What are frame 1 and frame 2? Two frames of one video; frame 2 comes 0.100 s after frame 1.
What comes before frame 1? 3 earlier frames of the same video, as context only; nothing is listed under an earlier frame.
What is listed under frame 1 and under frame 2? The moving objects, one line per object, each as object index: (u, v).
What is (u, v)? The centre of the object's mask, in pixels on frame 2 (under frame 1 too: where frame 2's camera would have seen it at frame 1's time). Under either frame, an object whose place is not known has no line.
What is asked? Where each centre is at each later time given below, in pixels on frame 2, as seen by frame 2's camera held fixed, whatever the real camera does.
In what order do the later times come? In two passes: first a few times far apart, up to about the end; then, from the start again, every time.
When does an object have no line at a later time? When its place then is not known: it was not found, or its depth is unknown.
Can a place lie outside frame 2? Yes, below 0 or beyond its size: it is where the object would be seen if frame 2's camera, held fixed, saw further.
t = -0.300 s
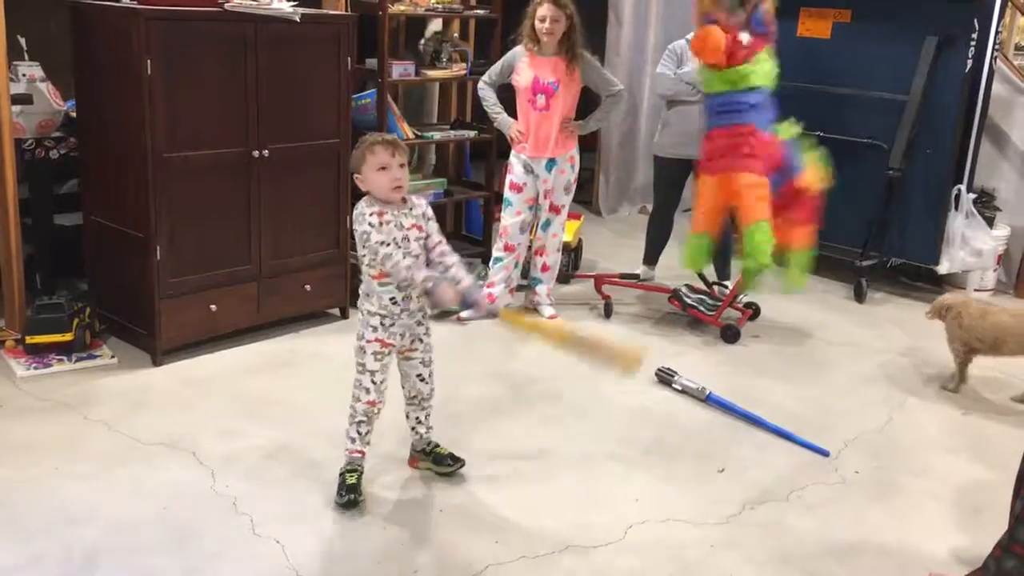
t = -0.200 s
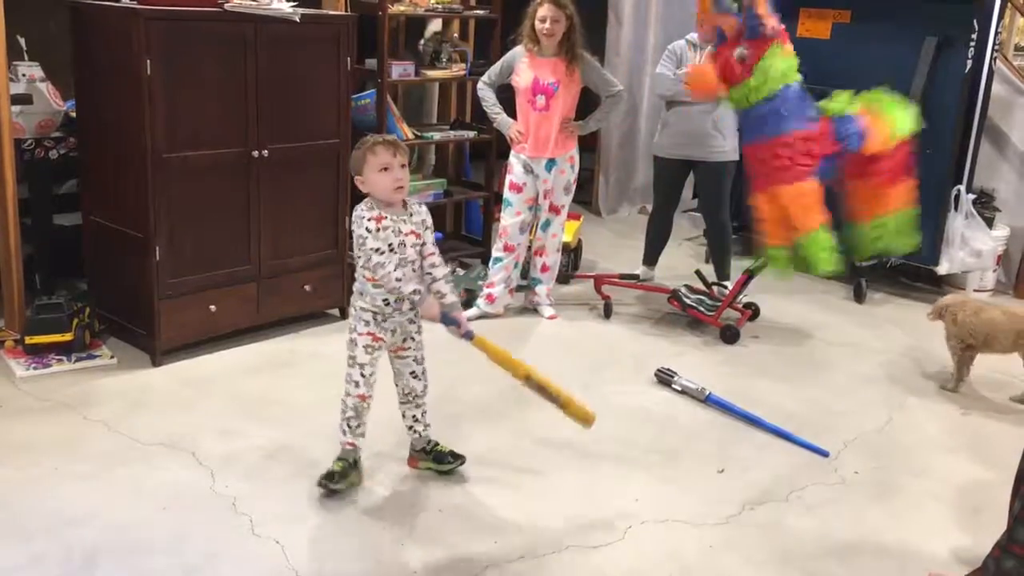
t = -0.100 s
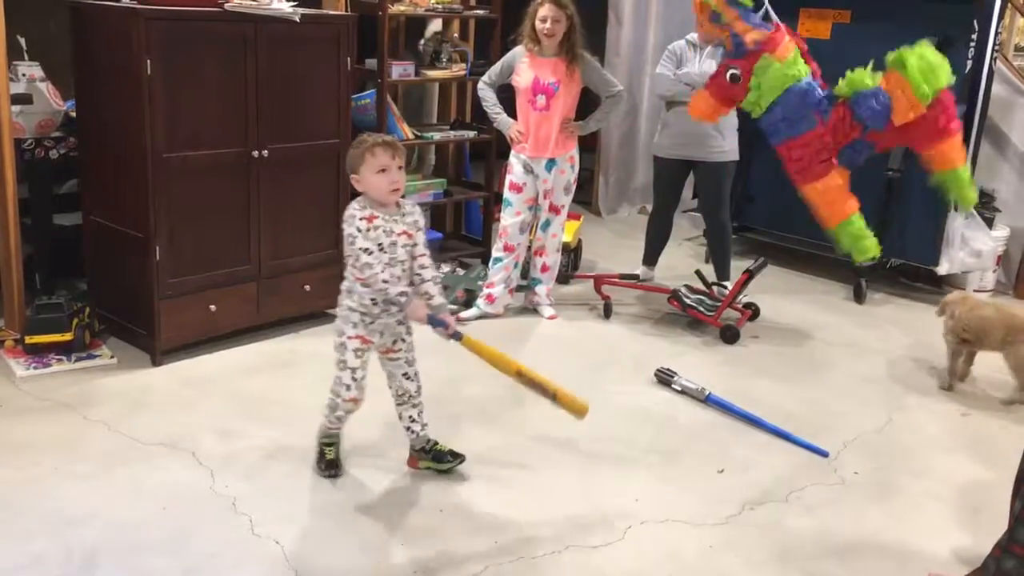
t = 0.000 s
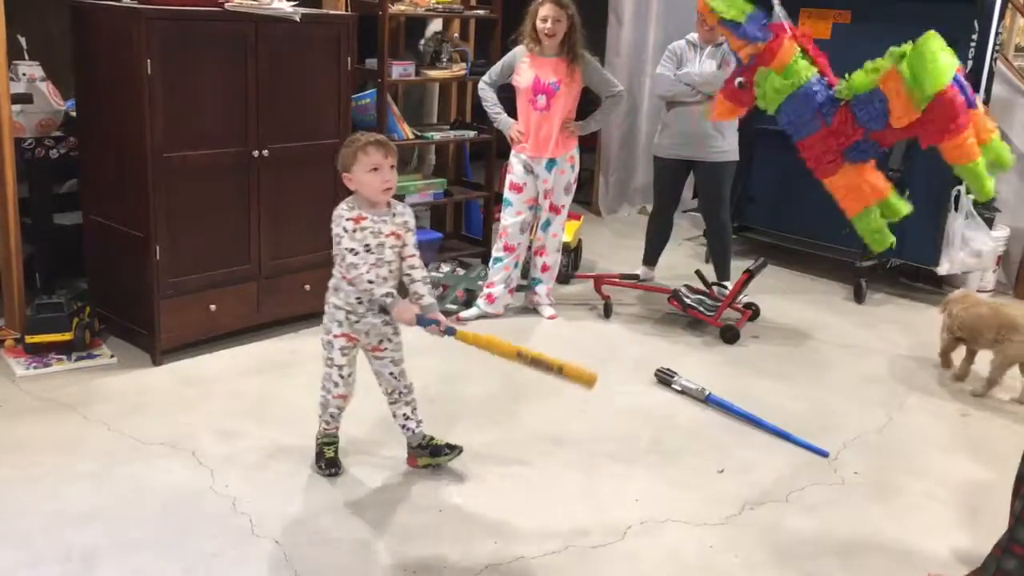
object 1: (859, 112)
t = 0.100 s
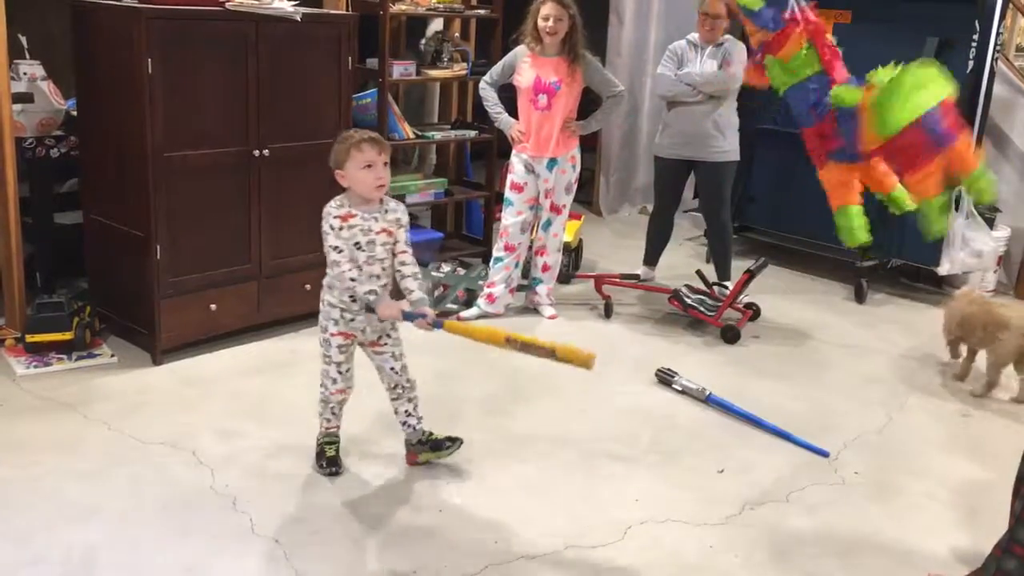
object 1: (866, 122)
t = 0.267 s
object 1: (795, 142)
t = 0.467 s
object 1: (657, 174)
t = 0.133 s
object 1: (860, 125)
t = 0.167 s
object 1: (849, 130)
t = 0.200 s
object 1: (834, 132)
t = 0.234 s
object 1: (815, 138)
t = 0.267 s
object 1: (795, 142)
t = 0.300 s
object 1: (774, 147)
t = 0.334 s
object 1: (751, 148)
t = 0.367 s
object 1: (731, 154)
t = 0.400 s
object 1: (709, 161)
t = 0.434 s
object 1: (684, 168)
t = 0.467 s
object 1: (657, 174)
